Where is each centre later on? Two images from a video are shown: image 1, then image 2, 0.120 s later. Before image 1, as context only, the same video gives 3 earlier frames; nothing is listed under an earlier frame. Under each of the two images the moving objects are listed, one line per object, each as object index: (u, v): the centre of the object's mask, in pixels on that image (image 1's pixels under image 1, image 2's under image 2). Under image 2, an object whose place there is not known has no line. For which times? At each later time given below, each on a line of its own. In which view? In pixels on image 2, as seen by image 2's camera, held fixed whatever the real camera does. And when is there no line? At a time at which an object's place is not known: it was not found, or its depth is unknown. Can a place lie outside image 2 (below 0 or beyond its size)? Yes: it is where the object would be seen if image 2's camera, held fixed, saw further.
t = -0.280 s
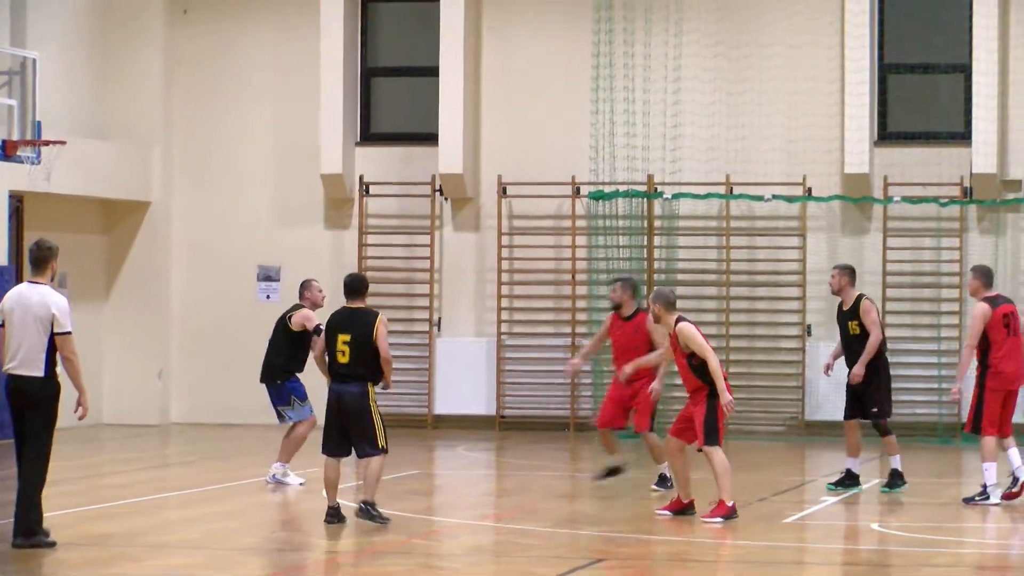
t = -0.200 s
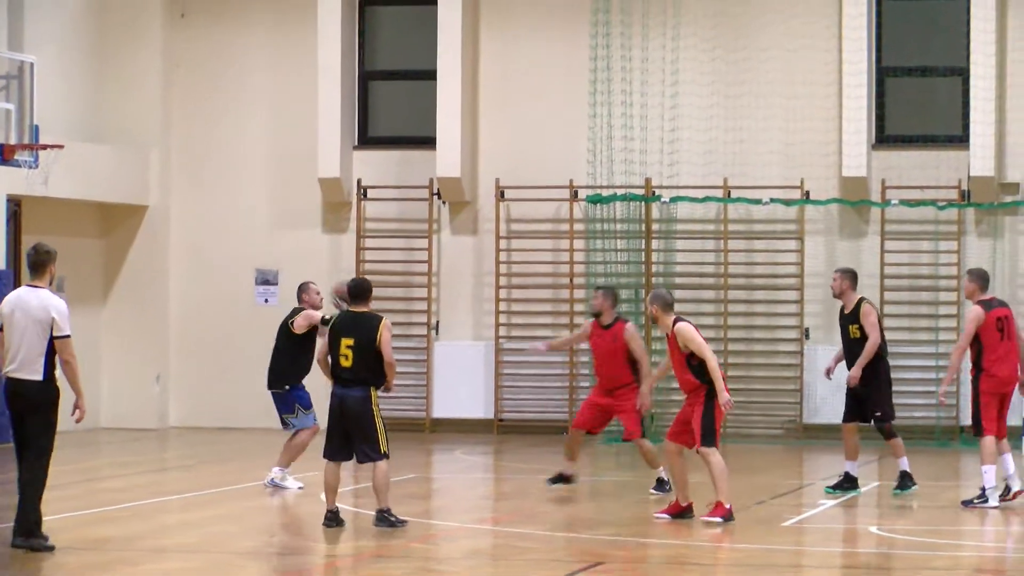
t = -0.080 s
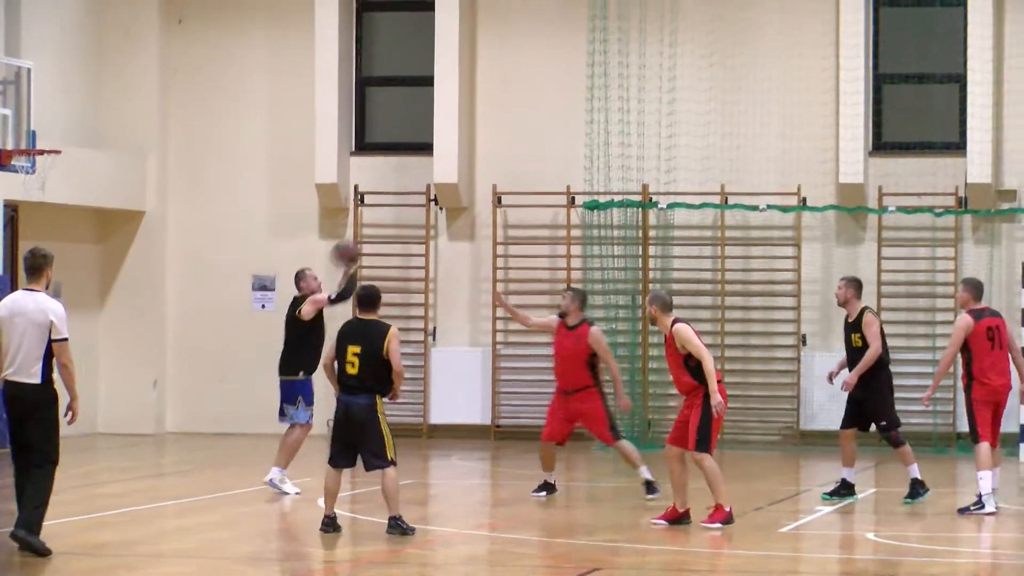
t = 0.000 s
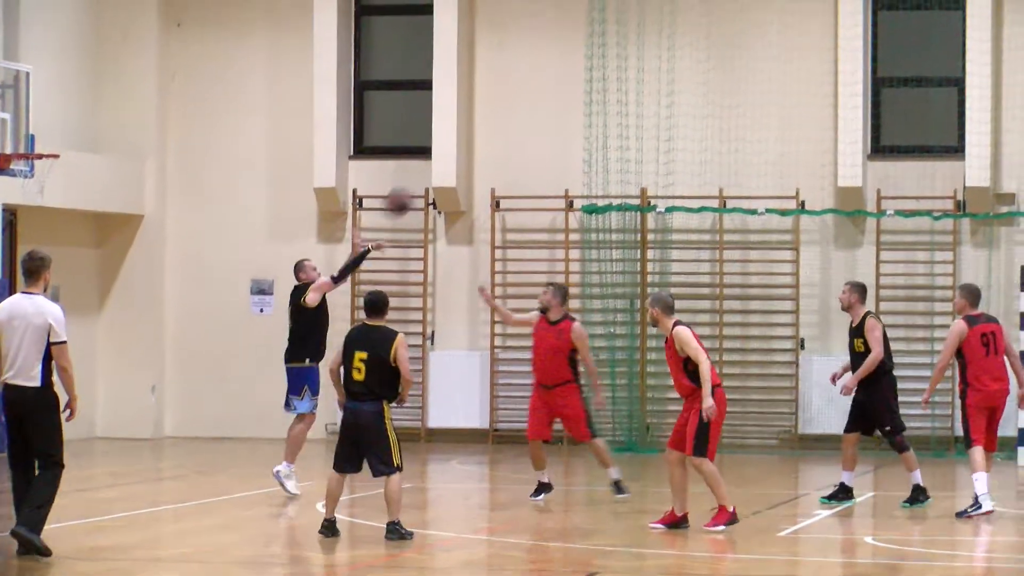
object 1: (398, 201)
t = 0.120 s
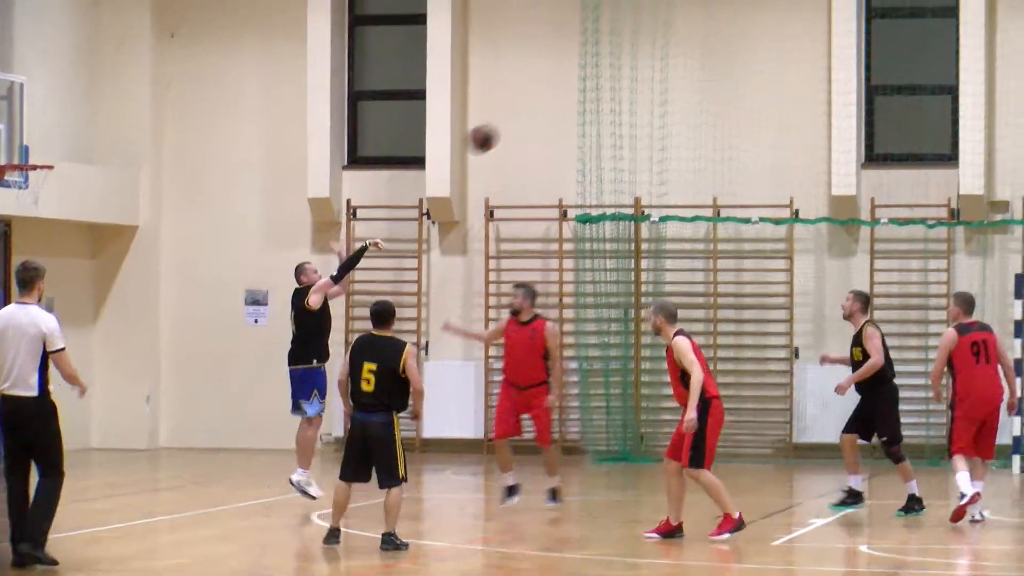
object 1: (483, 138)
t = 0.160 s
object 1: (512, 117)
